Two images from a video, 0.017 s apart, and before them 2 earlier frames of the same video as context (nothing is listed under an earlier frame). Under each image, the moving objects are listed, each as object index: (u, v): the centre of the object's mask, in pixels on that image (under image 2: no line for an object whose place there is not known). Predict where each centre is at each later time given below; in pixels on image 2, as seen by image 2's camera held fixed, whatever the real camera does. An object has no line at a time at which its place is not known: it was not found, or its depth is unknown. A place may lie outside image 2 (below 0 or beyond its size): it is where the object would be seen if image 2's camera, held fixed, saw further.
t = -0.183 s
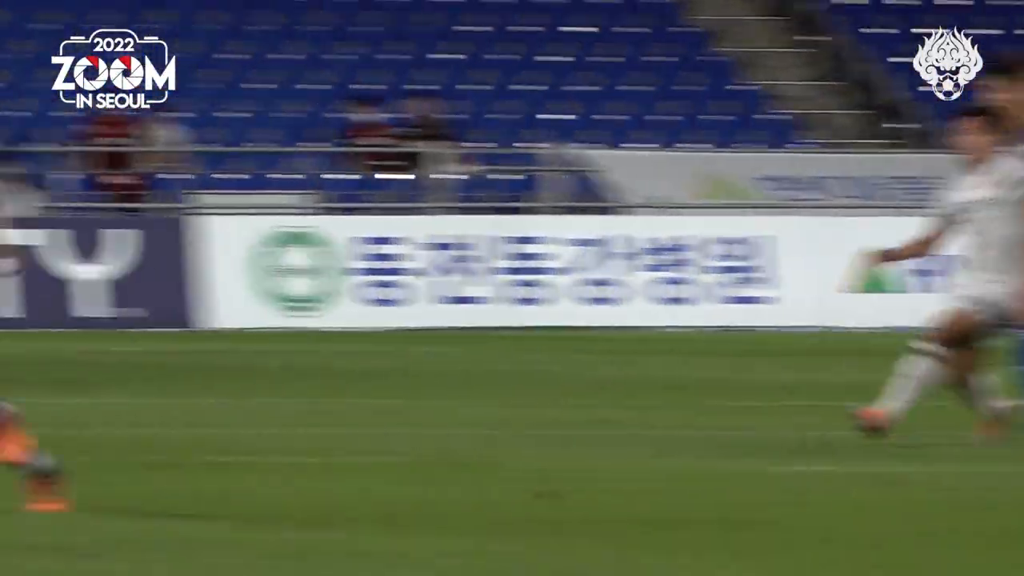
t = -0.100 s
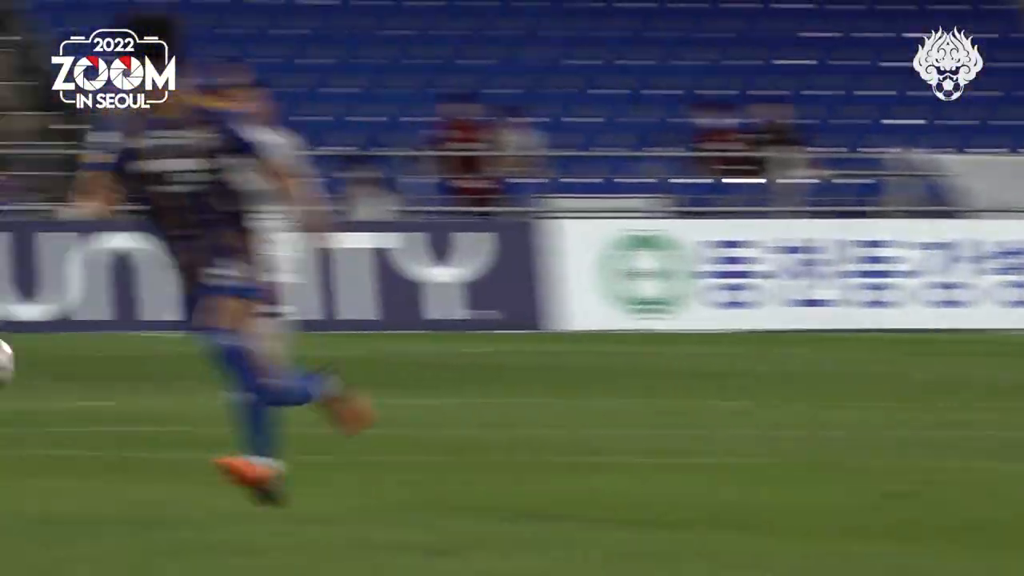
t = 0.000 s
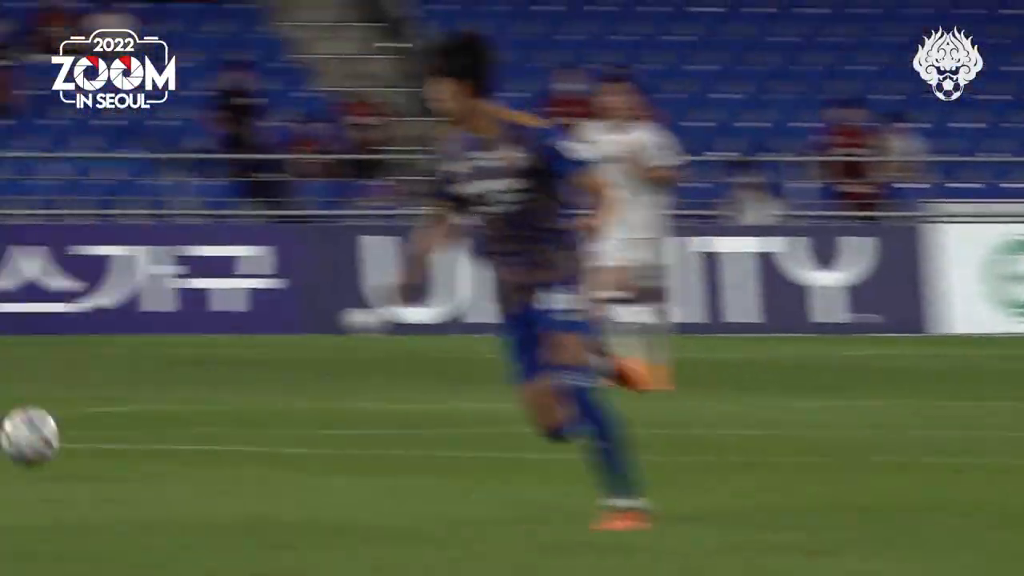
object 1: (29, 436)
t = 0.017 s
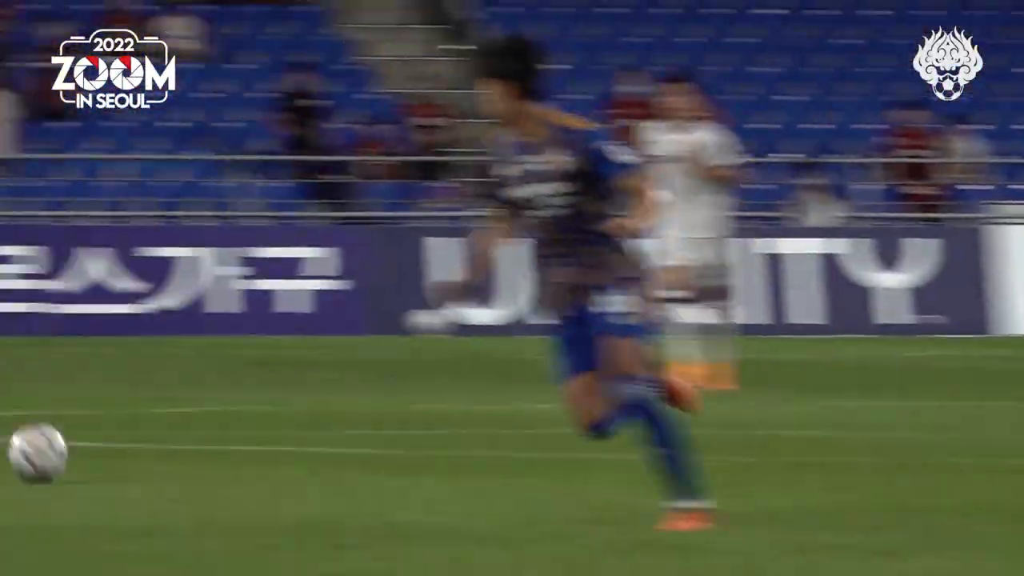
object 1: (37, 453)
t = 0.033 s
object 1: (-18, 461)
